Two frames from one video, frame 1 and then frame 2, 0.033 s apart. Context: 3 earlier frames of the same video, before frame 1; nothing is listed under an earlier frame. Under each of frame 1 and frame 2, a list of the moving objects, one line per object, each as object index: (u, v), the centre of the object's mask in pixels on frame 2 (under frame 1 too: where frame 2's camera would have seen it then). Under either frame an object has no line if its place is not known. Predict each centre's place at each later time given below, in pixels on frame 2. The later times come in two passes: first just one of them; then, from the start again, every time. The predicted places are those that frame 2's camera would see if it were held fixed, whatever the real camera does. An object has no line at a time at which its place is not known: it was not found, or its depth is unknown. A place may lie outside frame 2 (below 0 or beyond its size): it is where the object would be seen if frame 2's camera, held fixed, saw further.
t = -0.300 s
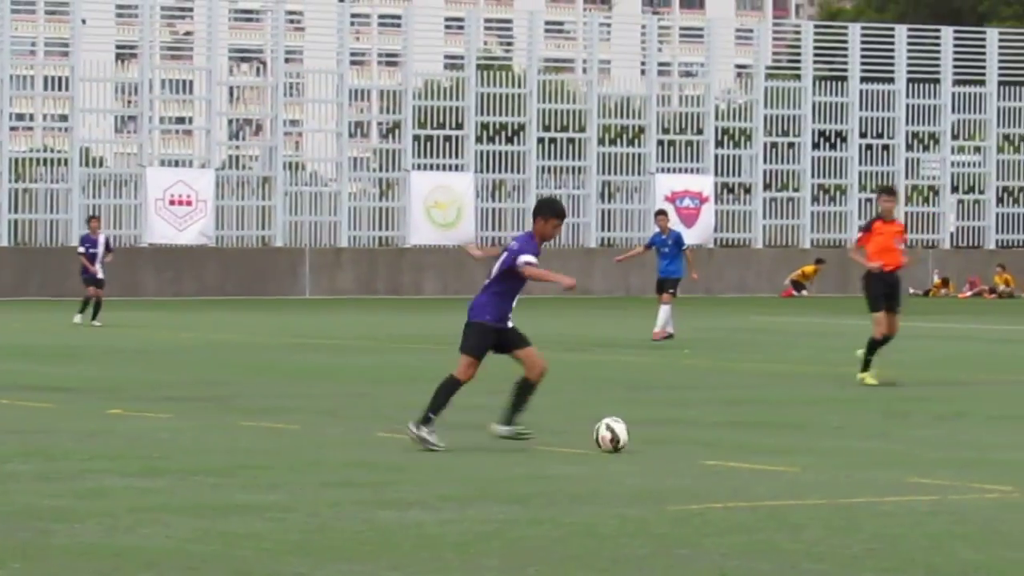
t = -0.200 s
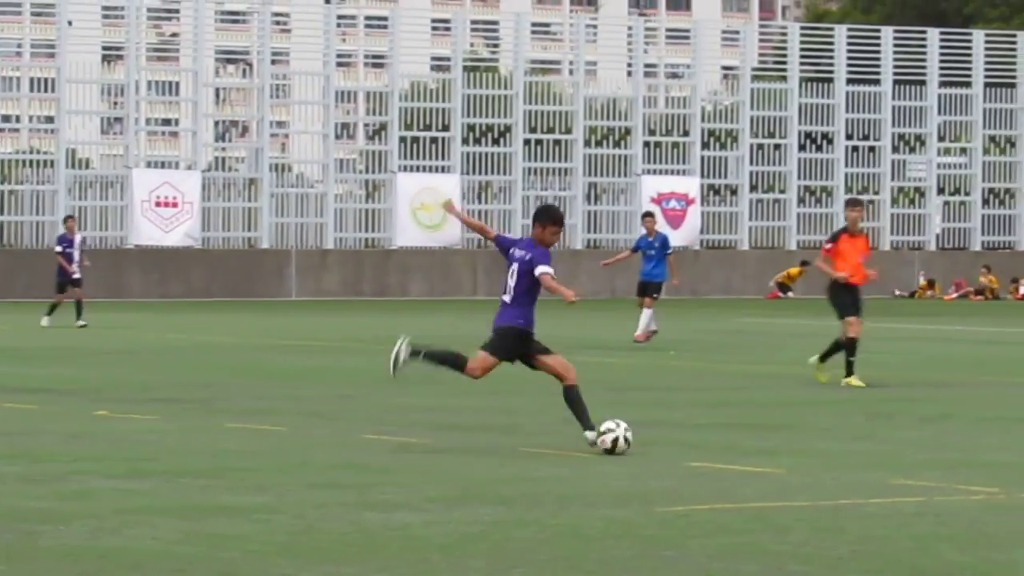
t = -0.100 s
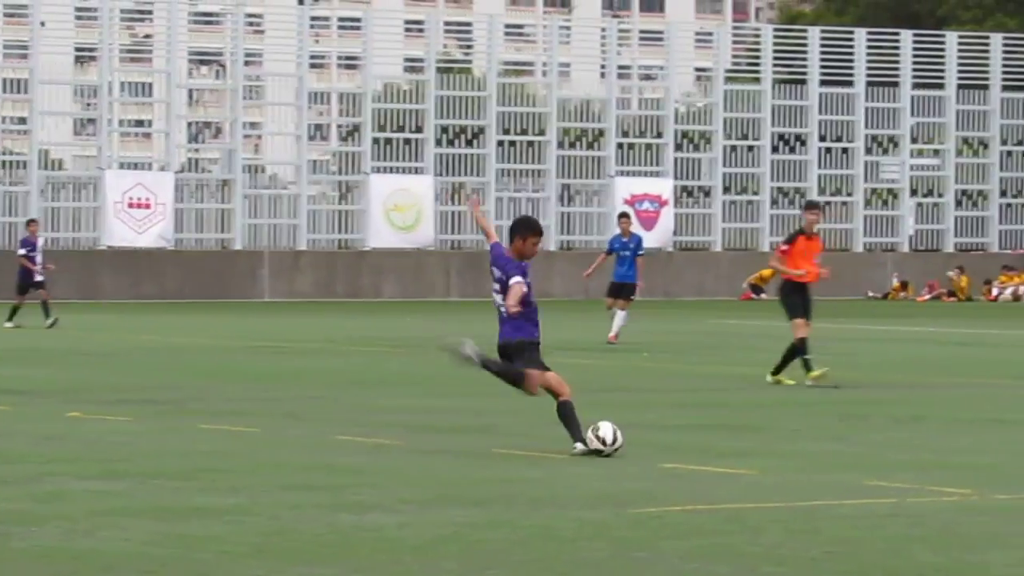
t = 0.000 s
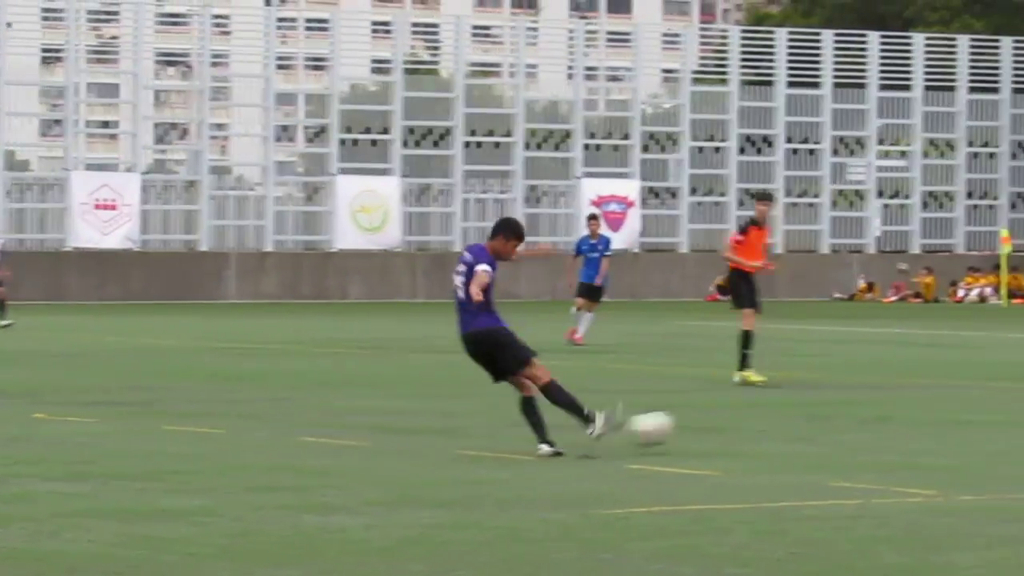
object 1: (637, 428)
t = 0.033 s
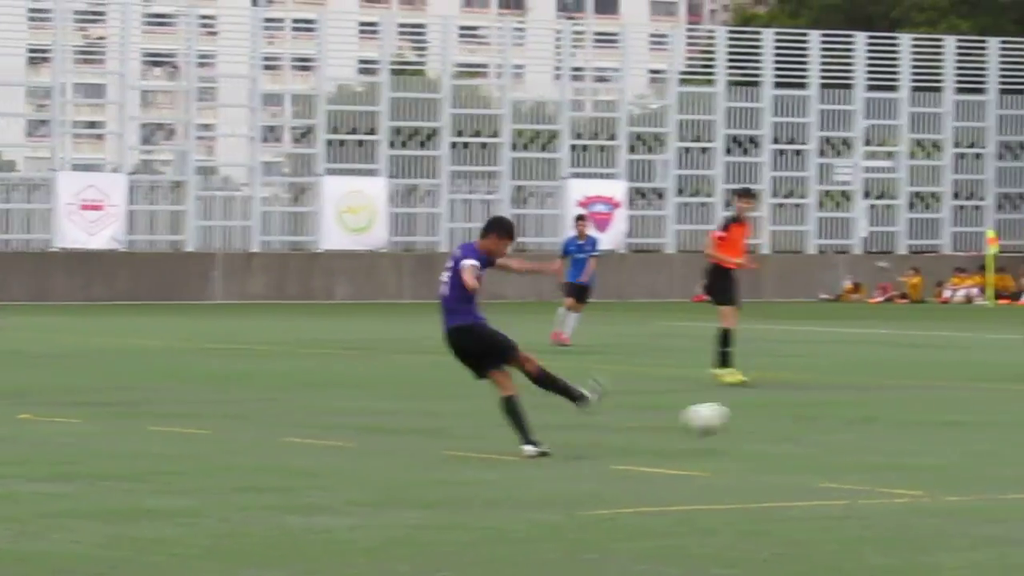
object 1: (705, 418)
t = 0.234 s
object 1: (1022, 386)
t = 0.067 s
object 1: (769, 409)
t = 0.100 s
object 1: (829, 401)
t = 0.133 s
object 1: (884, 397)
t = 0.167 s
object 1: (934, 392)
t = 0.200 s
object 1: (976, 389)
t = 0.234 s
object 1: (1022, 386)
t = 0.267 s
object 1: (1066, 386)
